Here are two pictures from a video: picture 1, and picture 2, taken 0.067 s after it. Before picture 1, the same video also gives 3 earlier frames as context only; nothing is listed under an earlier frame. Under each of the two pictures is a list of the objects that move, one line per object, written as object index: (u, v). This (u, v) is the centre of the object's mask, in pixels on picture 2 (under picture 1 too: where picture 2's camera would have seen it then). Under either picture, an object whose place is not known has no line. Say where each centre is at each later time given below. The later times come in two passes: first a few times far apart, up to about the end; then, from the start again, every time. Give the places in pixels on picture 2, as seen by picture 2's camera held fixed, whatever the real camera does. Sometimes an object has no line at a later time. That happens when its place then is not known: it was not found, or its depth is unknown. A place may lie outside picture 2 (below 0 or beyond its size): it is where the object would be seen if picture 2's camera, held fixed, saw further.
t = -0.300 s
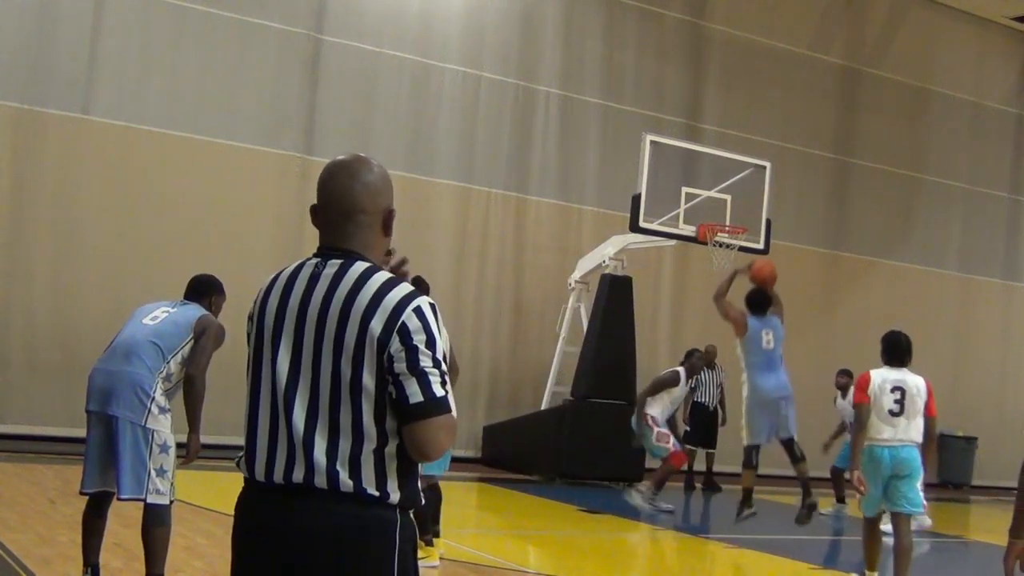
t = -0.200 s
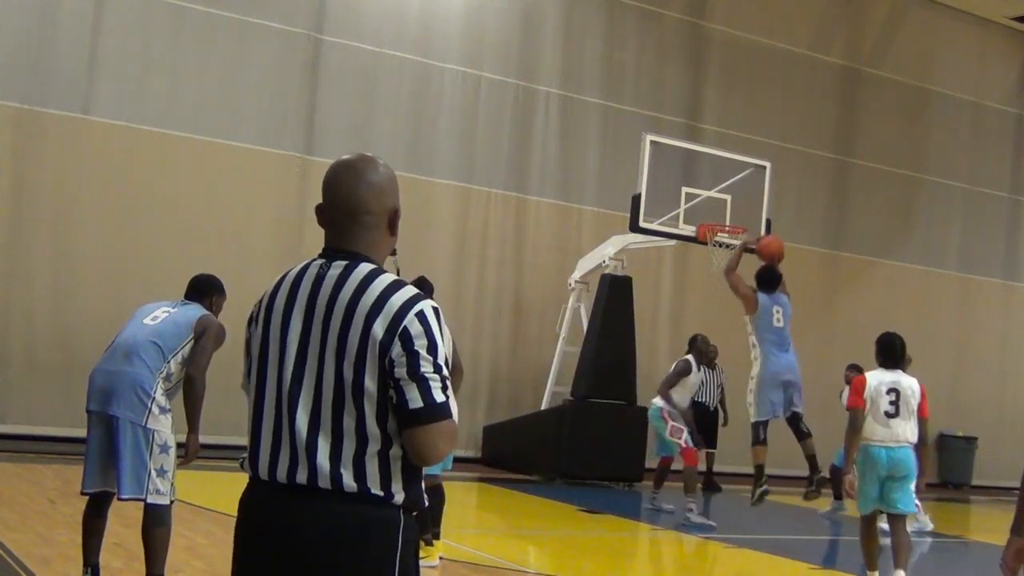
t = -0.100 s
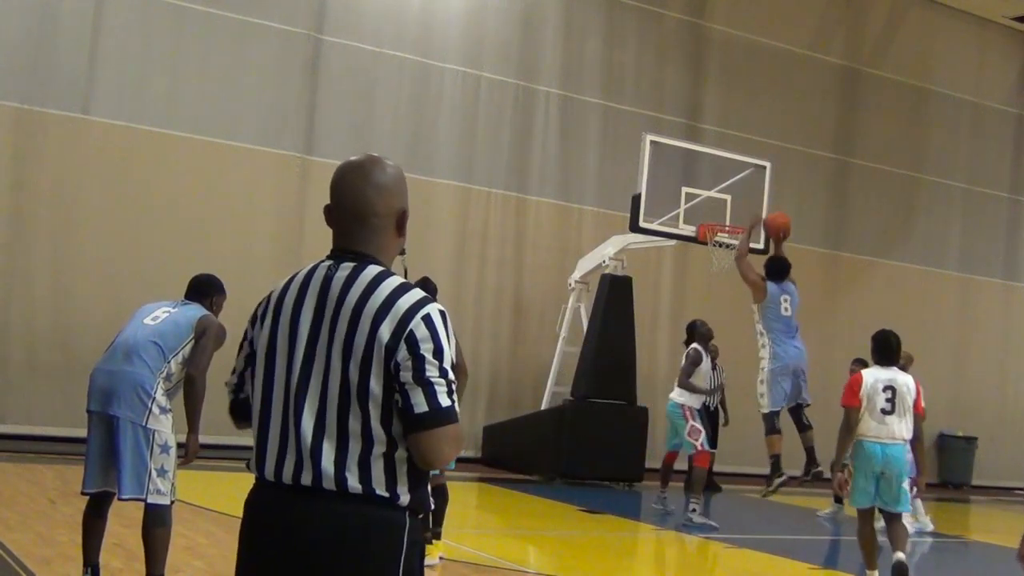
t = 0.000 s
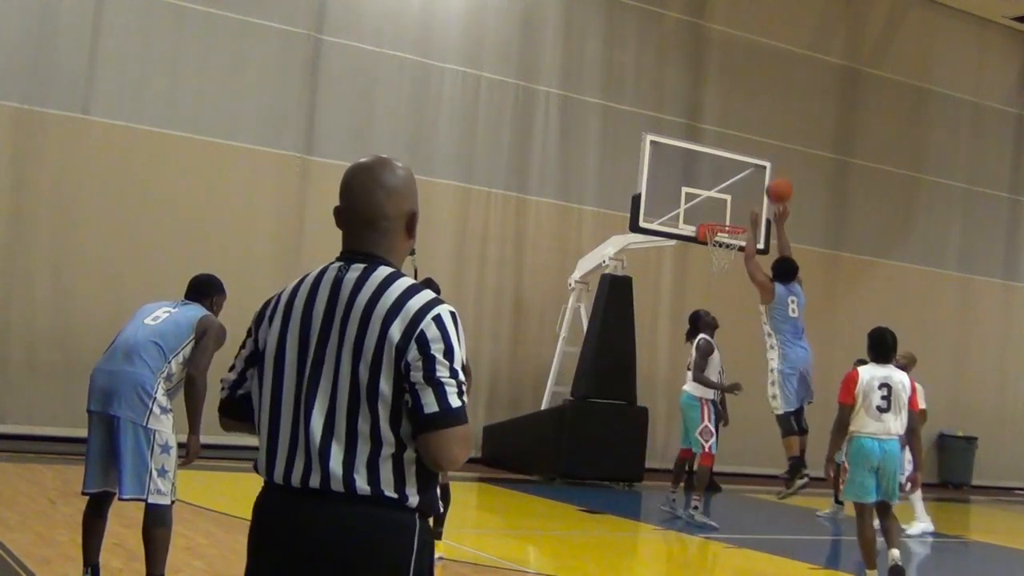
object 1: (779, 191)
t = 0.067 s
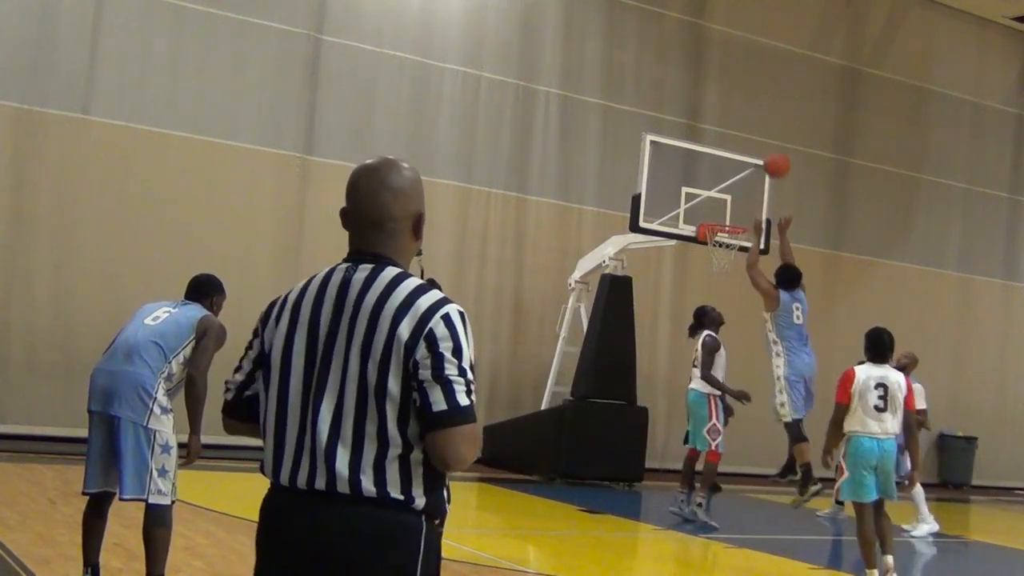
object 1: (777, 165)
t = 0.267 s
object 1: (768, 122)
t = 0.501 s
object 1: (756, 123)
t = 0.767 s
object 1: (739, 185)
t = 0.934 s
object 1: (728, 248)
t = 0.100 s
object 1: (776, 155)
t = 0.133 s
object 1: (774, 146)
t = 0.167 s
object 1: (772, 137)
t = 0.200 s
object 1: (771, 131)
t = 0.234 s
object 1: (769, 125)
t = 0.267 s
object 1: (768, 122)
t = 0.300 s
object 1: (766, 119)
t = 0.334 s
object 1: (764, 116)
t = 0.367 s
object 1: (763, 116)
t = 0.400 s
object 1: (761, 116)
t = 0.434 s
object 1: (760, 117)
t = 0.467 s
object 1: (758, 120)
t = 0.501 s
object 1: (756, 123)
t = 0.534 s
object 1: (754, 128)
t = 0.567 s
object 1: (752, 133)
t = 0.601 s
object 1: (750, 140)
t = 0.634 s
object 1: (748, 146)
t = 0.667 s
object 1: (746, 155)
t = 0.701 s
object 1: (744, 164)
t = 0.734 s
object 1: (741, 175)
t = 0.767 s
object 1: (739, 185)
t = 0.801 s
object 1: (737, 197)
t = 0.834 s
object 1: (735, 209)
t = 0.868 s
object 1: (732, 220)
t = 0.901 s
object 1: (730, 236)
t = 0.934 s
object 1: (728, 248)
